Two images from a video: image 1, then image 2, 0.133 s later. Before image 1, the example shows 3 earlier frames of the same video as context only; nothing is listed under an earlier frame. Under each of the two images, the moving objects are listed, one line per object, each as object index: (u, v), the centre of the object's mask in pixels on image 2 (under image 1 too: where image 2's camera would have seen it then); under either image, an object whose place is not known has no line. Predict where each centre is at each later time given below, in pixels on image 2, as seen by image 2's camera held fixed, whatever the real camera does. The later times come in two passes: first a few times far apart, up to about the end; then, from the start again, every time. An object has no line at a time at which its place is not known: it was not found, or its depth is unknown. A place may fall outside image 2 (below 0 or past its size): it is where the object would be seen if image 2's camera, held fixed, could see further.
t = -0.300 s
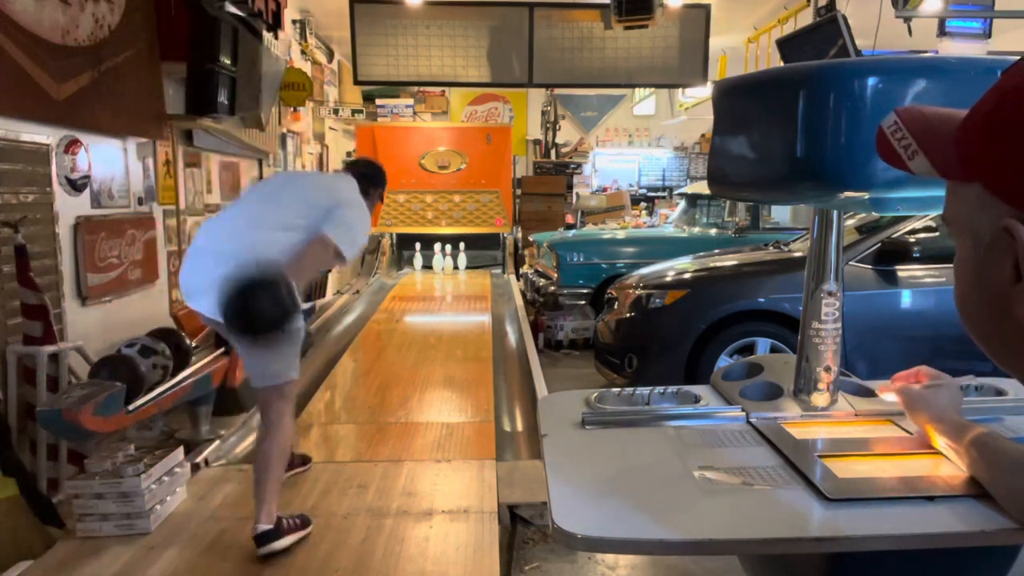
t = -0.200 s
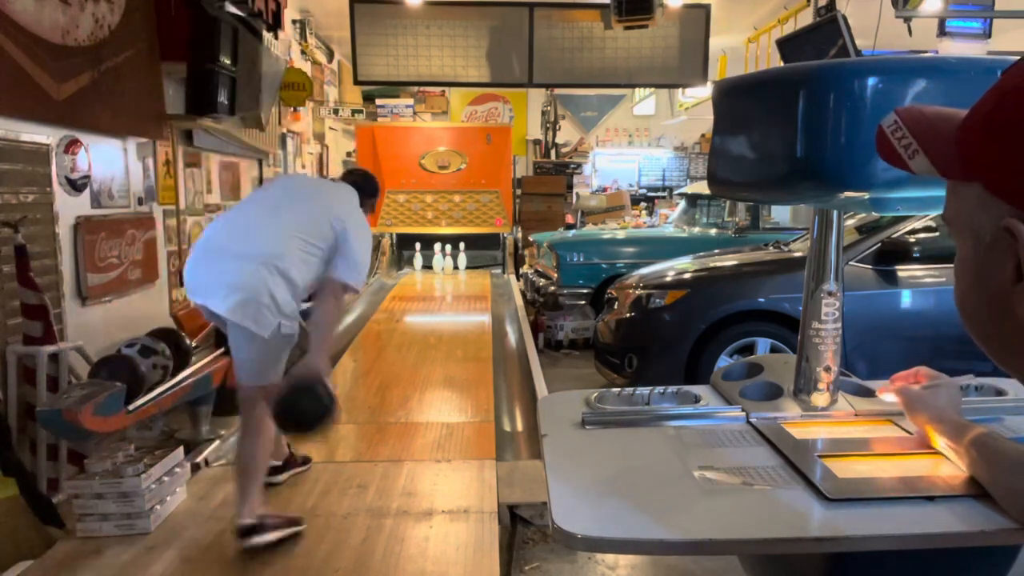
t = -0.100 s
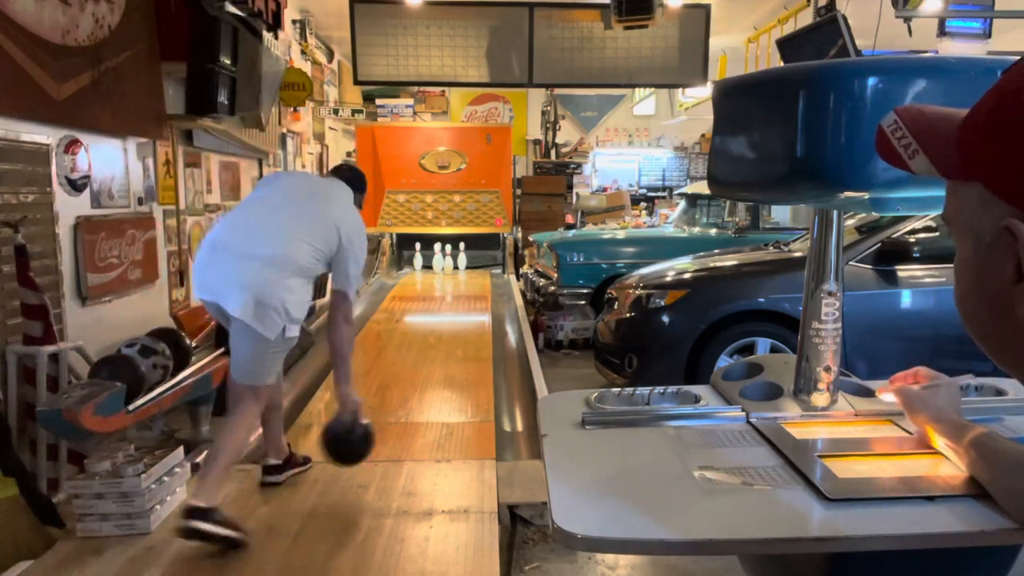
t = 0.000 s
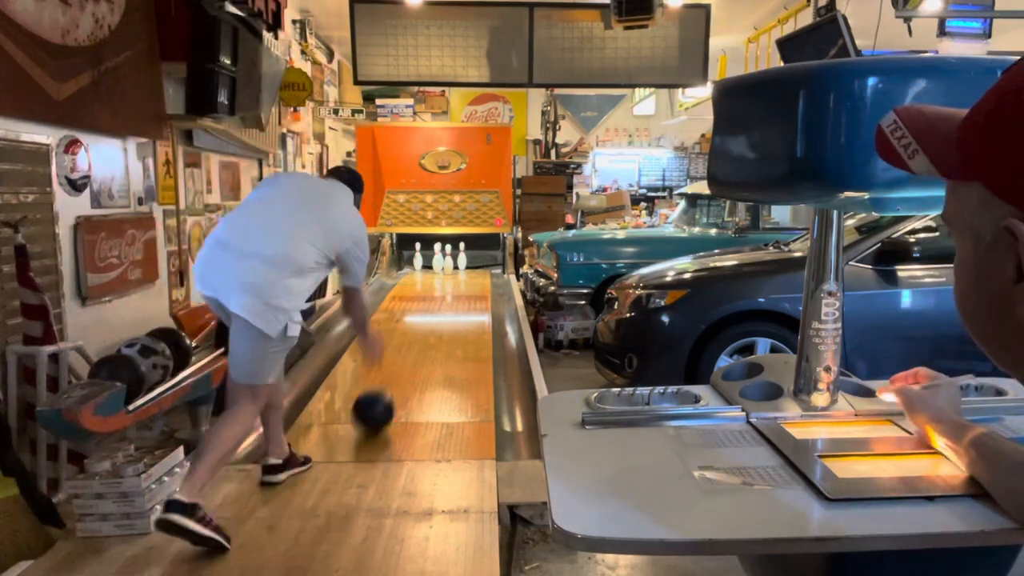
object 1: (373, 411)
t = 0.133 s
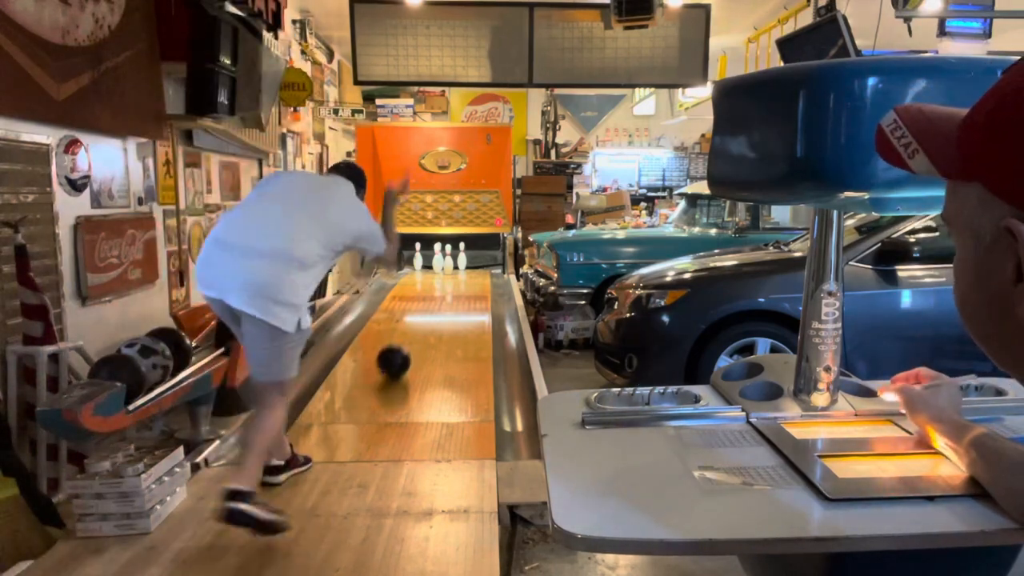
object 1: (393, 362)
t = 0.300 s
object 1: (409, 322)
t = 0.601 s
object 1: (425, 283)
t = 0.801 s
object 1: (431, 269)
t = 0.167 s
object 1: (397, 353)
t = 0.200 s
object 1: (401, 343)
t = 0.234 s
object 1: (404, 336)
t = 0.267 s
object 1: (407, 328)
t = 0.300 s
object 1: (409, 322)
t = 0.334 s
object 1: (411, 316)
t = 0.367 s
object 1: (414, 311)
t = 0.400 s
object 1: (416, 305)
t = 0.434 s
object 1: (418, 301)
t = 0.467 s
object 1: (419, 297)
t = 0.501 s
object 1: (421, 293)
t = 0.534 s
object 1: (423, 289)
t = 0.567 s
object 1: (424, 286)
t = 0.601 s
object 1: (425, 283)
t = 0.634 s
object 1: (426, 281)
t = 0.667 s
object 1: (428, 278)
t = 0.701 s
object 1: (429, 275)
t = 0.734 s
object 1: (430, 273)
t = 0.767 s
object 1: (430, 271)
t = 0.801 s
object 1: (431, 269)
